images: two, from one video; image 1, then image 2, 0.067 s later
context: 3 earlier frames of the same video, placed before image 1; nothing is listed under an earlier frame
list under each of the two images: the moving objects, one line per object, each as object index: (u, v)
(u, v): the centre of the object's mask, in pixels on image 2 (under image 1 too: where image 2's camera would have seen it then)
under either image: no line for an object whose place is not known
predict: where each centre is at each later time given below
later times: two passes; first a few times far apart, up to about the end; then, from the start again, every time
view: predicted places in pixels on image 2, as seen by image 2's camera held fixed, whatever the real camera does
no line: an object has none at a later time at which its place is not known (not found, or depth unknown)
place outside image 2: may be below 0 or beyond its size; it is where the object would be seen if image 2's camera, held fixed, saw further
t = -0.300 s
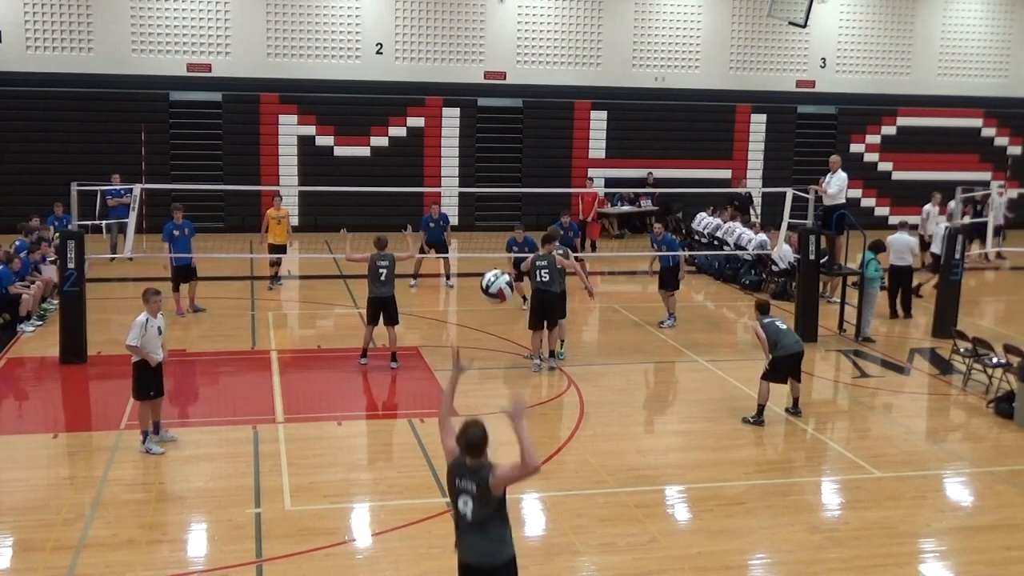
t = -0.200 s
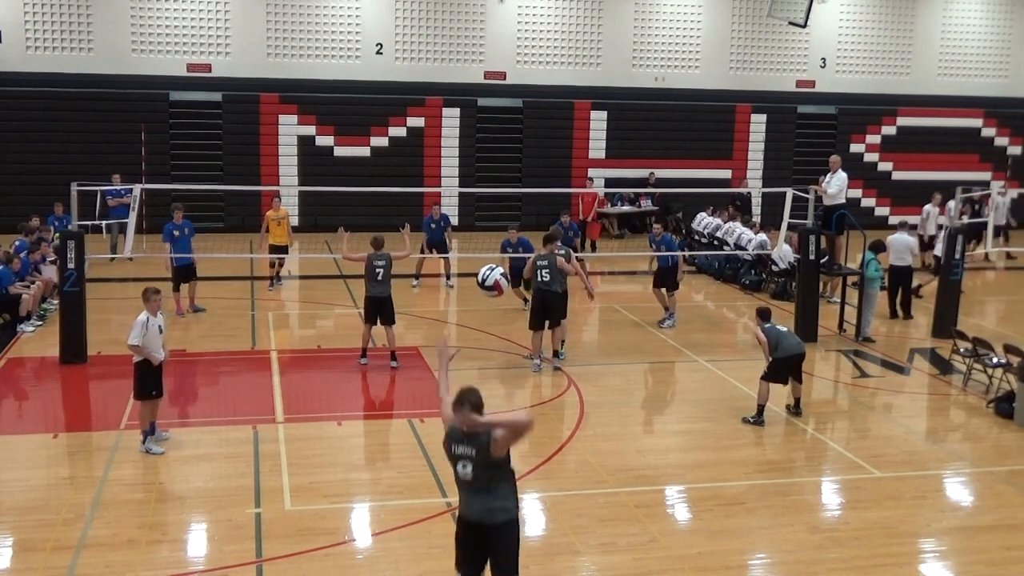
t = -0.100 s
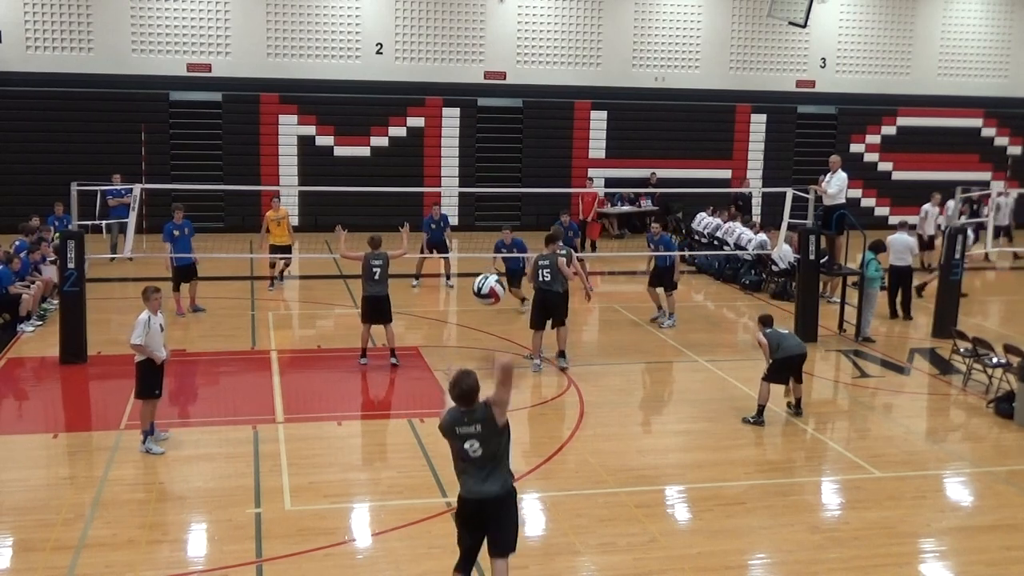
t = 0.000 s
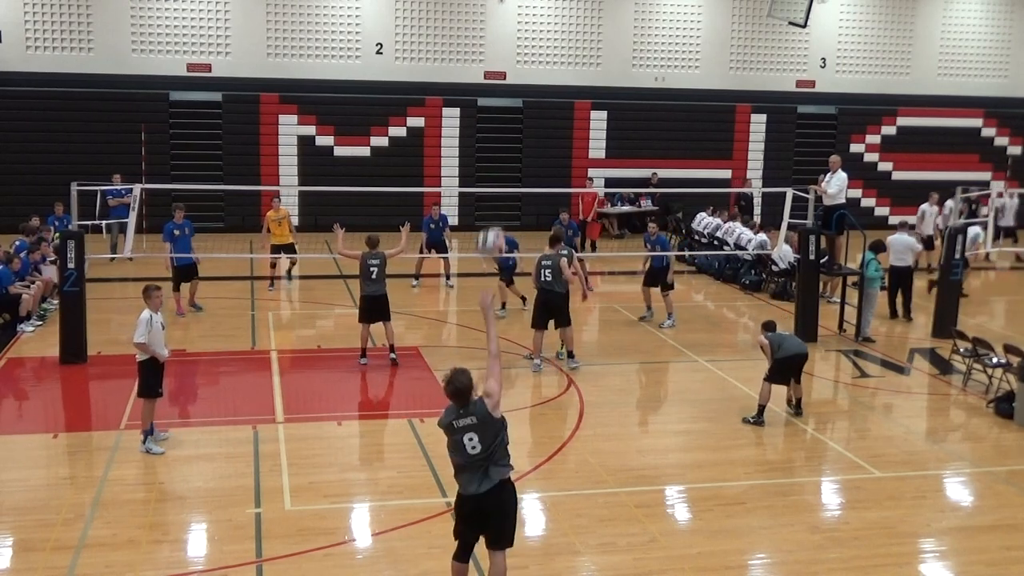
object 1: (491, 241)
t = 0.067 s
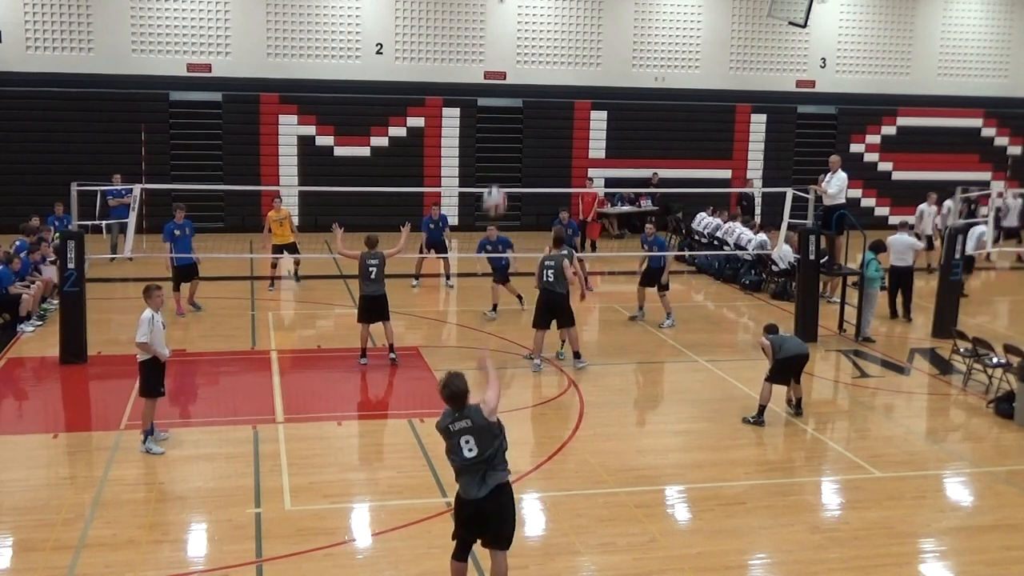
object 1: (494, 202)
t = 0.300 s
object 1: (499, 126)
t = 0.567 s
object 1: (497, 118)
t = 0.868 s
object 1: (499, 161)
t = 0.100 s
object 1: (494, 184)
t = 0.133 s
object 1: (495, 170)
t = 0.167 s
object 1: (496, 158)
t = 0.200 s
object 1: (497, 147)
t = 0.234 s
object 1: (498, 139)
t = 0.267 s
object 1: (498, 132)
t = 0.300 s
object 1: (499, 126)
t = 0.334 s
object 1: (499, 122)
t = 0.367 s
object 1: (499, 118)
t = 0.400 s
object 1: (499, 116)
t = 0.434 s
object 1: (499, 115)
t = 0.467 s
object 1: (498, 114)
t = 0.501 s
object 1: (498, 115)
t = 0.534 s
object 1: (497, 116)
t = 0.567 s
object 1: (497, 118)
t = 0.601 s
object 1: (496, 121)
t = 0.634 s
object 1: (496, 125)
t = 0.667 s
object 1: (495, 128)
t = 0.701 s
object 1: (496, 133)
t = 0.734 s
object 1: (496, 138)
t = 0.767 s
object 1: (497, 143)
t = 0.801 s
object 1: (497, 149)
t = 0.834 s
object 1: (498, 155)
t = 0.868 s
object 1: (499, 161)
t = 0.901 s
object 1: (500, 167)
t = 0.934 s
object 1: (502, 174)
